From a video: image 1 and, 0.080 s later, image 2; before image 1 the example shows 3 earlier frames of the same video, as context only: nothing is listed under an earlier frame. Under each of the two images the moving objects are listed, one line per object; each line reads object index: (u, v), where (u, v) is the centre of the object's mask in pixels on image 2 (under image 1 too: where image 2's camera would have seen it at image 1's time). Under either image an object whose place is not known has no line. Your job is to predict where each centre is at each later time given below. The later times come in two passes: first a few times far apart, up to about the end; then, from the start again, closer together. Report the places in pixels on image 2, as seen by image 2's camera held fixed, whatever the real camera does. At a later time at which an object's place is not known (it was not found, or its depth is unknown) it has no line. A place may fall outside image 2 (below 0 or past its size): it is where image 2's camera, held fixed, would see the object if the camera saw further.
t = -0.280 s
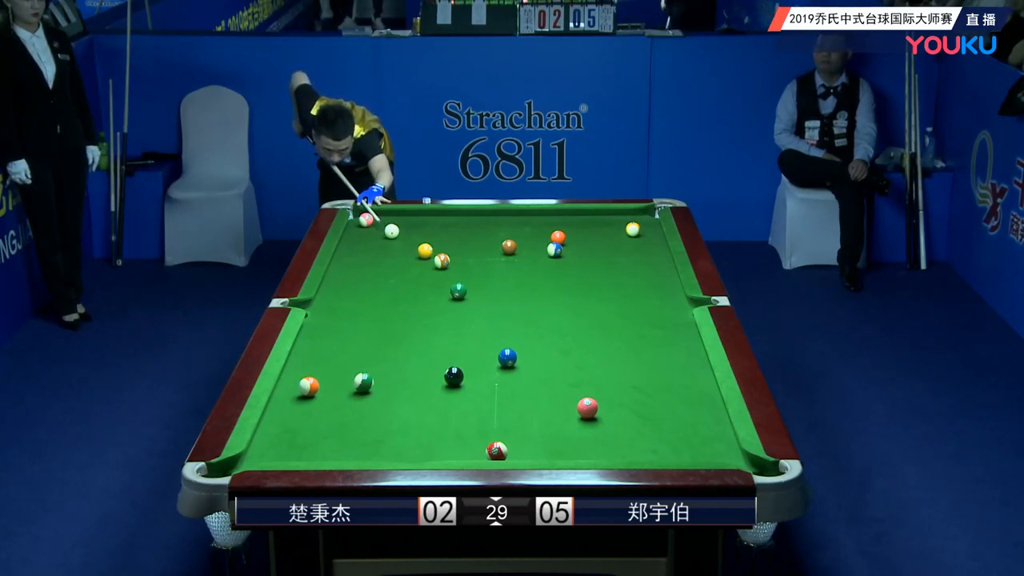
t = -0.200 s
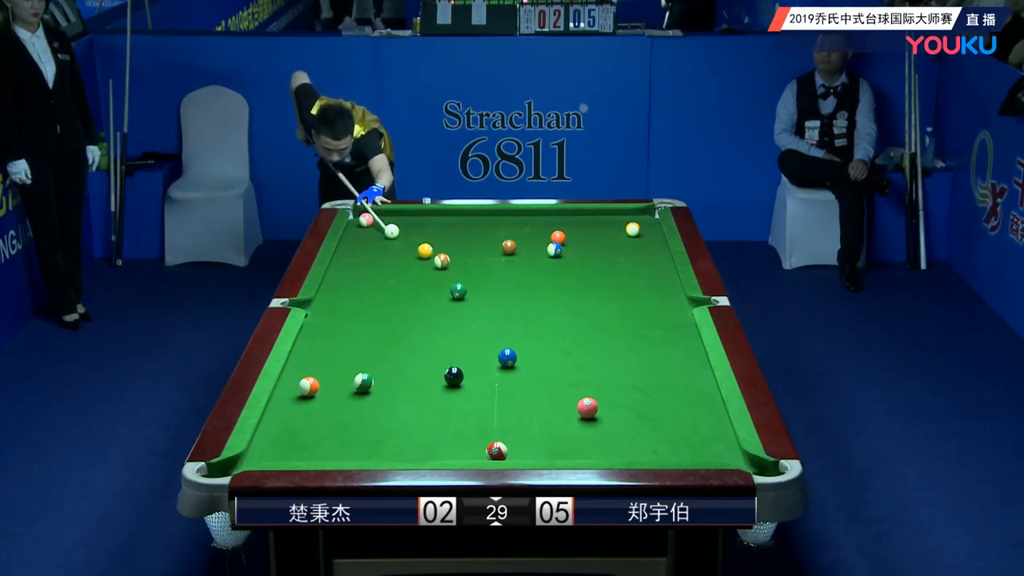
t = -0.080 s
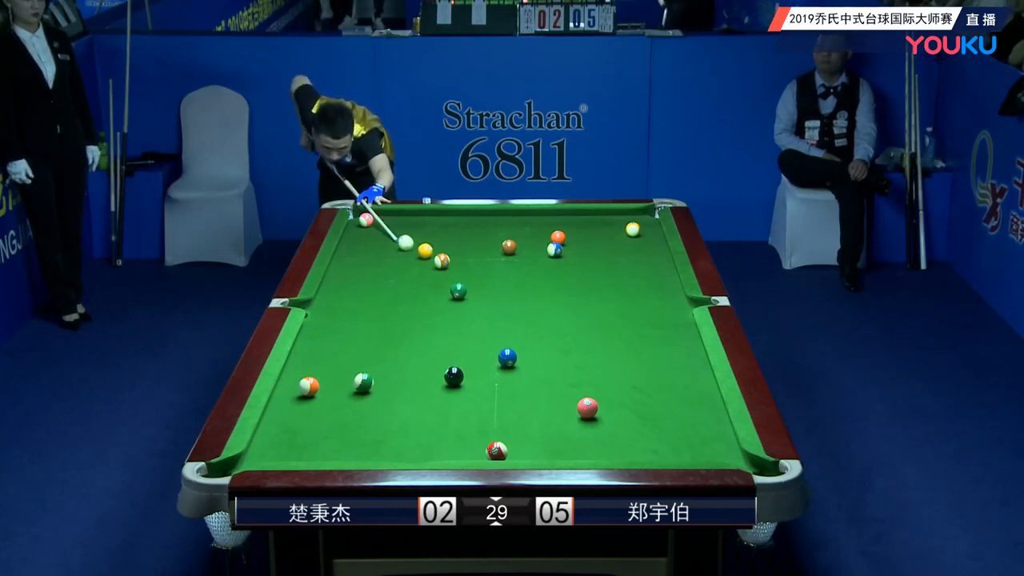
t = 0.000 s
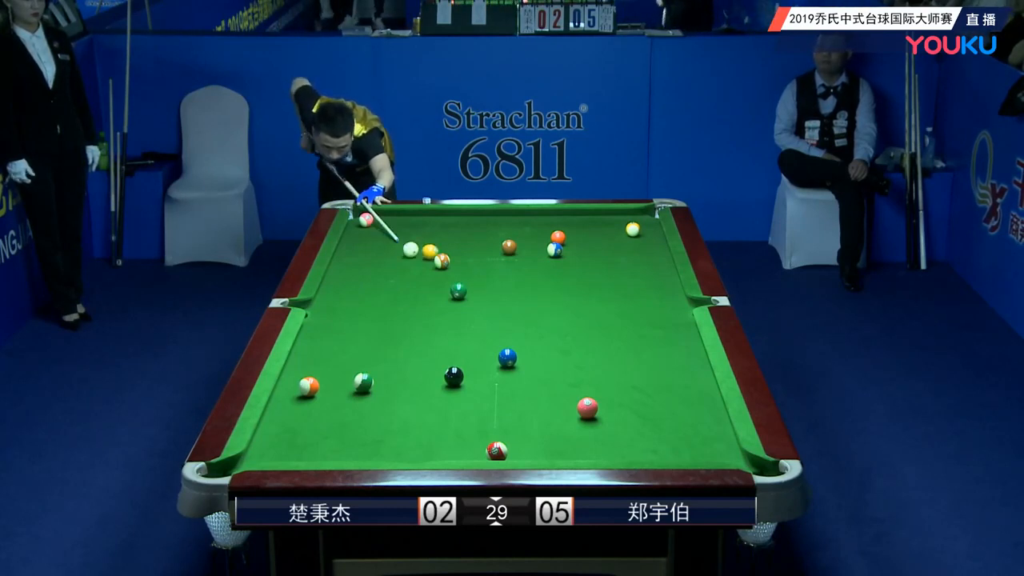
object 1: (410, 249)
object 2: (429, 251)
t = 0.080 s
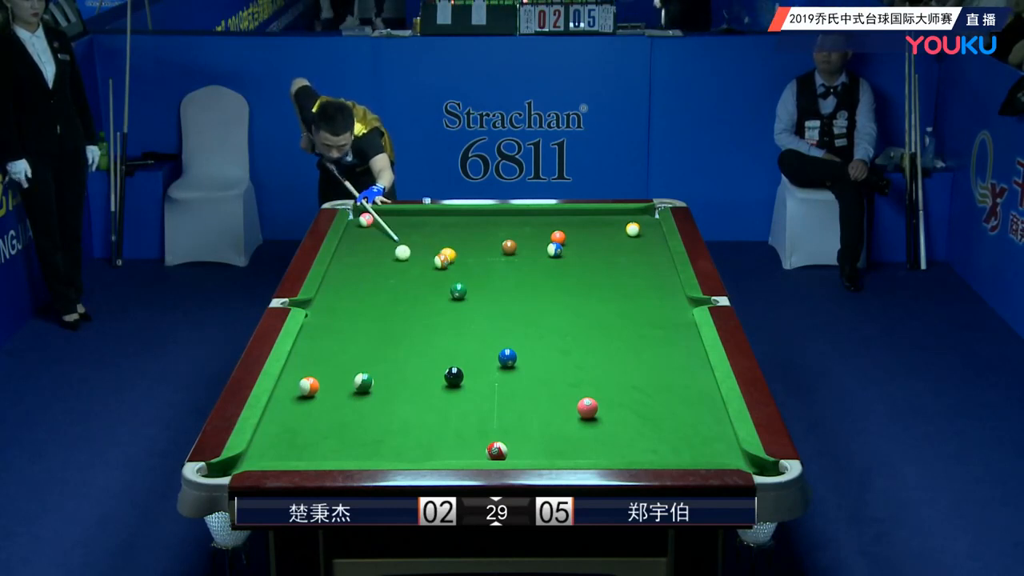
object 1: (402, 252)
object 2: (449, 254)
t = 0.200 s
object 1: (392, 256)
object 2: (469, 260)
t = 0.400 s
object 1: (374, 261)
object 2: (506, 267)
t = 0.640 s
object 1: (354, 268)
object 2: (550, 276)
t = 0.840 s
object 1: (337, 274)
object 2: (588, 284)
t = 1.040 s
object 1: (334, 278)
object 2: (625, 291)
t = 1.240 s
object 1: (339, 282)
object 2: (661, 299)
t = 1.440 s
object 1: (344, 285)
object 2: (696, 305)
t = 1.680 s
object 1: (349, 289)
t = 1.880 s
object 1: (354, 291)
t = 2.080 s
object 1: (358, 293)
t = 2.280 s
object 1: (362, 295)
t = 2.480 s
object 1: (365, 297)
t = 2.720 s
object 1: (368, 298)
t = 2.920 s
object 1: (370, 299)
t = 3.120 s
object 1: (371, 299)
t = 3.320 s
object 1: (372, 299)
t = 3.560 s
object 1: (372, 300)
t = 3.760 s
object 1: (372, 300)
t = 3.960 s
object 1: (372, 299)
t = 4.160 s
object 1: (372, 300)
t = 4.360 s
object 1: (372, 300)
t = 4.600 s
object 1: (372, 300)
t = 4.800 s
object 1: (372, 300)
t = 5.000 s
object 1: (372, 299)
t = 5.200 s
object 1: (372, 300)
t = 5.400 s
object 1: (372, 300)
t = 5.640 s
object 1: (372, 300)
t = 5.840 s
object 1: (372, 300)
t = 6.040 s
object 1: (372, 299)
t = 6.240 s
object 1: (372, 300)
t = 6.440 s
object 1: (372, 300)
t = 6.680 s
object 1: (372, 300)
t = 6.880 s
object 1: (372, 299)
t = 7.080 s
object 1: (372, 300)
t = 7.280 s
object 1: (372, 300)
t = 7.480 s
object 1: (372, 300)
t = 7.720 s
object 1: (372, 300)
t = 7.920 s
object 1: (372, 300)
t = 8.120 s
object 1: (372, 299)
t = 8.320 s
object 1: (372, 300)
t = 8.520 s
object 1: (372, 300)
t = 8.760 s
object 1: (372, 300)
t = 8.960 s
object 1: (372, 299)
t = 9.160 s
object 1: (372, 299)
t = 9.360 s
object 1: (372, 300)
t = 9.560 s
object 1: (372, 299)
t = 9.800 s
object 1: (372, 300)
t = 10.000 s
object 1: (372, 300)
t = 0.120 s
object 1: (399, 253)
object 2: (455, 257)
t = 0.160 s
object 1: (395, 255)
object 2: (462, 258)
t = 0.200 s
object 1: (392, 256)
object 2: (469, 260)
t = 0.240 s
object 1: (388, 257)
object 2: (477, 261)
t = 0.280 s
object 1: (385, 258)
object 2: (484, 263)
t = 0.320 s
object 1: (381, 259)
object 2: (491, 264)
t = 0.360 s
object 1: (378, 260)
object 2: (499, 266)
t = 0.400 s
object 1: (374, 261)
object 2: (506, 267)
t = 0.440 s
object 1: (371, 263)
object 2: (514, 269)
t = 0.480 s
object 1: (367, 264)
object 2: (521, 270)
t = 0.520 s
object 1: (364, 265)
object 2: (528, 272)
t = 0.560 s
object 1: (361, 266)
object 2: (536, 273)
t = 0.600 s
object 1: (357, 267)
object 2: (543, 275)
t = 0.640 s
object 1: (354, 268)
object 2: (550, 276)
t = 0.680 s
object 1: (350, 270)
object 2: (558, 278)
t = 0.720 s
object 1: (347, 271)
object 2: (565, 279)
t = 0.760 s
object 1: (344, 272)
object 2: (573, 281)
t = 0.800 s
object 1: (340, 273)
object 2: (580, 282)
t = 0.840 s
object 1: (337, 274)
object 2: (588, 284)
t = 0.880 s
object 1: (334, 275)
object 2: (595, 285)
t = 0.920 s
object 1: (331, 276)
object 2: (602, 287)
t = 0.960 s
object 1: (332, 277)
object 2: (610, 288)
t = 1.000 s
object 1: (333, 277)
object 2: (617, 290)
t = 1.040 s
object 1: (334, 278)
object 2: (625, 291)
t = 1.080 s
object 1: (335, 279)
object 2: (632, 293)
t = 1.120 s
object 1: (337, 280)
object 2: (639, 294)
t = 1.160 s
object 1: (337, 280)
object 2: (647, 296)
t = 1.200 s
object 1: (338, 281)
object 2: (654, 297)
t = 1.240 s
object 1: (339, 282)
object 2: (661, 299)
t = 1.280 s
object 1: (340, 282)
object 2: (669, 300)
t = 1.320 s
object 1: (341, 283)
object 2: (676, 302)
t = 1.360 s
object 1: (342, 284)
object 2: (684, 303)
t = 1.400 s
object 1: (343, 284)
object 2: (690, 304)
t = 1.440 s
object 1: (344, 285)
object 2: (696, 305)
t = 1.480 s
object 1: (345, 286)
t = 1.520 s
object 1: (346, 286)
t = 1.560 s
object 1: (347, 287)
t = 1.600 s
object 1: (348, 287)
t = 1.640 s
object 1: (349, 288)
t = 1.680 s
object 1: (349, 289)
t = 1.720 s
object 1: (350, 289)
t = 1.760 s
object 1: (351, 290)
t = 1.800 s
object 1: (352, 290)
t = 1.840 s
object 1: (353, 291)
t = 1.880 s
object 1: (354, 291)
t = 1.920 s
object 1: (355, 292)
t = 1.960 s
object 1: (356, 292)
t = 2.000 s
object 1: (357, 292)
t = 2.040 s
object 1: (357, 293)
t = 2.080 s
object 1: (358, 293)
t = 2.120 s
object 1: (359, 294)
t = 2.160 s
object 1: (360, 294)
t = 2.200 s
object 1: (360, 294)
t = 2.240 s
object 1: (361, 295)
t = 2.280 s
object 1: (362, 295)
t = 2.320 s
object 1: (362, 295)
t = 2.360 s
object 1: (363, 296)
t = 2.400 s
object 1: (364, 296)
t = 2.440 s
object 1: (364, 296)
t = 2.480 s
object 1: (365, 297)
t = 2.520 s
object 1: (365, 297)
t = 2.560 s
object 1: (366, 297)
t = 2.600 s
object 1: (366, 298)
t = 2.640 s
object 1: (367, 298)
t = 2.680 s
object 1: (367, 298)
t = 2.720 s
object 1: (368, 298)
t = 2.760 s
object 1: (368, 298)
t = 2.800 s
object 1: (369, 299)
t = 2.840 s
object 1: (369, 299)
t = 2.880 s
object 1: (370, 299)
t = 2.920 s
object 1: (370, 299)
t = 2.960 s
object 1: (370, 299)
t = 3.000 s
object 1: (370, 299)
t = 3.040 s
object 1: (371, 299)
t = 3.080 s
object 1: (371, 299)
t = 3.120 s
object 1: (371, 299)
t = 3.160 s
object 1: (371, 299)
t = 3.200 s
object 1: (371, 300)
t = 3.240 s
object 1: (371, 299)
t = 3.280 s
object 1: (372, 300)
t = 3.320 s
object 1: (372, 299)
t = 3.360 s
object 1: (372, 300)
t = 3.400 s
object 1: (372, 300)
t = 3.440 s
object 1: (372, 300)
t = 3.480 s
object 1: (372, 300)
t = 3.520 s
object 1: (372, 300)
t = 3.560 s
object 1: (372, 300)
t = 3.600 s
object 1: (372, 300)
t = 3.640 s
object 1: (372, 300)
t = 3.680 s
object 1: (372, 299)
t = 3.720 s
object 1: (372, 300)
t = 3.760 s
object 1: (372, 300)
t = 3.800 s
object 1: (372, 300)
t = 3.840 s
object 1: (372, 299)
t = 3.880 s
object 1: (372, 300)
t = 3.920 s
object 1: (372, 300)
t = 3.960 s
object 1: (372, 299)
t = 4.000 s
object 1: (372, 299)
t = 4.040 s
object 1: (372, 300)
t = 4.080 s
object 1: (372, 299)
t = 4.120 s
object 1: (372, 299)
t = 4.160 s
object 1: (372, 300)
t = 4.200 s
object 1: (372, 299)
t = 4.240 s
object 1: (372, 299)
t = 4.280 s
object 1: (372, 299)
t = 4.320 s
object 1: (372, 300)
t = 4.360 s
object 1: (372, 300)
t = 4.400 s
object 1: (372, 299)
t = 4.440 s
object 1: (372, 300)
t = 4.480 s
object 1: (372, 300)
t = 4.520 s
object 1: (372, 300)
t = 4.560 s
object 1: (372, 300)
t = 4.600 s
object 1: (372, 300)
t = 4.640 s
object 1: (372, 300)
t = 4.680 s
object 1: (372, 300)
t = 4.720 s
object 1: (372, 300)
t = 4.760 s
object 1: (372, 299)
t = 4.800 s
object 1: (372, 300)
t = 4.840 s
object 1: (372, 299)
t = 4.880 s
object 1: (372, 300)
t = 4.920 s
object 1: (372, 300)
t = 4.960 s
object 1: (372, 300)
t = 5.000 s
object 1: (372, 299)
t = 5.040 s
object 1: (372, 300)
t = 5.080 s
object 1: (372, 300)
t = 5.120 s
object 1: (372, 299)
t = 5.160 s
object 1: (372, 299)
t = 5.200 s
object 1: (372, 300)
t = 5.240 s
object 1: (372, 299)
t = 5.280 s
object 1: (372, 300)
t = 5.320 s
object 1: (372, 300)
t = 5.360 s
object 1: (372, 299)
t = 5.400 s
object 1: (372, 300)
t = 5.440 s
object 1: (372, 300)
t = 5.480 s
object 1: (372, 300)
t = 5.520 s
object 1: (372, 300)
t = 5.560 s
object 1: (372, 300)
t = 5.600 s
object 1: (372, 300)
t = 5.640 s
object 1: (372, 300)
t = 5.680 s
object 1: (372, 300)
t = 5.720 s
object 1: (372, 300)
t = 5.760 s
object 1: (372, 300)
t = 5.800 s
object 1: (372, 300)
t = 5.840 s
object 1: (372, 300)
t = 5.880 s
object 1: (372, 300)
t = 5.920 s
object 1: (372, 300)
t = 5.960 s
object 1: (372, 299)
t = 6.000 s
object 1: (372, 300)
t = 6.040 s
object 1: (372, 299)
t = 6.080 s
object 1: (372, 300)
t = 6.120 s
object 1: (372, 300)
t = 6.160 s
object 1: (372, 300)
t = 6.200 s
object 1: (372, 299)
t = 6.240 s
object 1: (372, 300)
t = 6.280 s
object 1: (372, 299)
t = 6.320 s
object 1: (372, 300)
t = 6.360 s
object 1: (372, 300)
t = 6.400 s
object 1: (372, 299)
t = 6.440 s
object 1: (372, 300)
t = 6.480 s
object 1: (372, 299)
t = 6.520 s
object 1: (372, 300)
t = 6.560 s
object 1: (372, 299)
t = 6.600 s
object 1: (372, 299)
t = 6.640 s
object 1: (372, 300)
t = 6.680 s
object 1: (372, 300)
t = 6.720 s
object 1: (372, 300)
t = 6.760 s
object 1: (372, 299)
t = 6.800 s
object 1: (372, 300)
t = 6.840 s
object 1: (372, 300)
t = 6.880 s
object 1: (372, 299)
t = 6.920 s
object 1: (372, 300)
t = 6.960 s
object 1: (372, 299)
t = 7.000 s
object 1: (372, 300)
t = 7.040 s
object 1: (372, 299)
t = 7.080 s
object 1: (372, 300)
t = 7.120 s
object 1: (372, 300)
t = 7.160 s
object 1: (372, 299)
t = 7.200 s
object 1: (372, 300)
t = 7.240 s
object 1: (372, 299)
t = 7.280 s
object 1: (372, 300)
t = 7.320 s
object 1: (372, 299)
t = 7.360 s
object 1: (372, 300)
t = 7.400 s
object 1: (372, 300)
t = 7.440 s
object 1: (372, 300)
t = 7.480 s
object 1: (372, 300)
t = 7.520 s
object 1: (372, 300)
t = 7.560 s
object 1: (372, 300)
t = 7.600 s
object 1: (372, 300)
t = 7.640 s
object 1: (372, 299)
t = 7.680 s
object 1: (372, 300)
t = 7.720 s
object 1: (372, 300)
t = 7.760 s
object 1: (372, 300)
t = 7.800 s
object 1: (372, 300)
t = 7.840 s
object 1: (372, 300)
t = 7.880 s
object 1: (372, 299)
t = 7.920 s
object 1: (372, 300)
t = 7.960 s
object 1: (372, 300)
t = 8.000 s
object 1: (372, 300)
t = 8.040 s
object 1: (372, 300)
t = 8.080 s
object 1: (372, 300)
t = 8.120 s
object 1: (372, 299)
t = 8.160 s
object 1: (372, 300)
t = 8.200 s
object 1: (372, 299)
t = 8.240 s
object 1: (372, 300)
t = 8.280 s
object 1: (372, 300)
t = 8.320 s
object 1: (372, 300)
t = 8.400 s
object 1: (372, 300)
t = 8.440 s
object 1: (372, 299)
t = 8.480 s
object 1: (372, 300)
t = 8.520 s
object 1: (372, 300)
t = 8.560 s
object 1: (372, 300)
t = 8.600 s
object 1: (372, 300)
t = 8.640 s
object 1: (372, 300)
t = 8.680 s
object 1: (372, 299)
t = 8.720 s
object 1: (372, 299)
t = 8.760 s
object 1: (372, 300)
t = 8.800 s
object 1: (372, 300)
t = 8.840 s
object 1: (372, 300)
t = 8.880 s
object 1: (372, 299)
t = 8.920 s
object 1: (372, 300)
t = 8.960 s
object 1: (372, 299)
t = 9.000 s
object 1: (372, 300)
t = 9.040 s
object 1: (372, 300)
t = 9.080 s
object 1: (372, 299)
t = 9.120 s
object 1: (372, 300)
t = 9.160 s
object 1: (372, 299)
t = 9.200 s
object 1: (372, 300)
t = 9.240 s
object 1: (372, 300)
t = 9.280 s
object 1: (372, 300)
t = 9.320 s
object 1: (372, 300)
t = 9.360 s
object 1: (372, 300)
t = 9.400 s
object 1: (372, 300)
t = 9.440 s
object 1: (372, 300)
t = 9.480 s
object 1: (372, 300)
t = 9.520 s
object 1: (372, 299)
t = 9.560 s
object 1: (372, 299)
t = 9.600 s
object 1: (372, 300)
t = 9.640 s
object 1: (372, 300)
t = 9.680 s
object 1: (372, 300)
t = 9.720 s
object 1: (372, 300)
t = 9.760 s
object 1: (372, 299)
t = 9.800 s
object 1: (372, 300)
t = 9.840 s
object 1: (372, 300)
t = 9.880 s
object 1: (372, 300)
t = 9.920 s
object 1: (372, 300)
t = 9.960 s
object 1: (372, 300)
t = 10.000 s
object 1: (372, 300)
